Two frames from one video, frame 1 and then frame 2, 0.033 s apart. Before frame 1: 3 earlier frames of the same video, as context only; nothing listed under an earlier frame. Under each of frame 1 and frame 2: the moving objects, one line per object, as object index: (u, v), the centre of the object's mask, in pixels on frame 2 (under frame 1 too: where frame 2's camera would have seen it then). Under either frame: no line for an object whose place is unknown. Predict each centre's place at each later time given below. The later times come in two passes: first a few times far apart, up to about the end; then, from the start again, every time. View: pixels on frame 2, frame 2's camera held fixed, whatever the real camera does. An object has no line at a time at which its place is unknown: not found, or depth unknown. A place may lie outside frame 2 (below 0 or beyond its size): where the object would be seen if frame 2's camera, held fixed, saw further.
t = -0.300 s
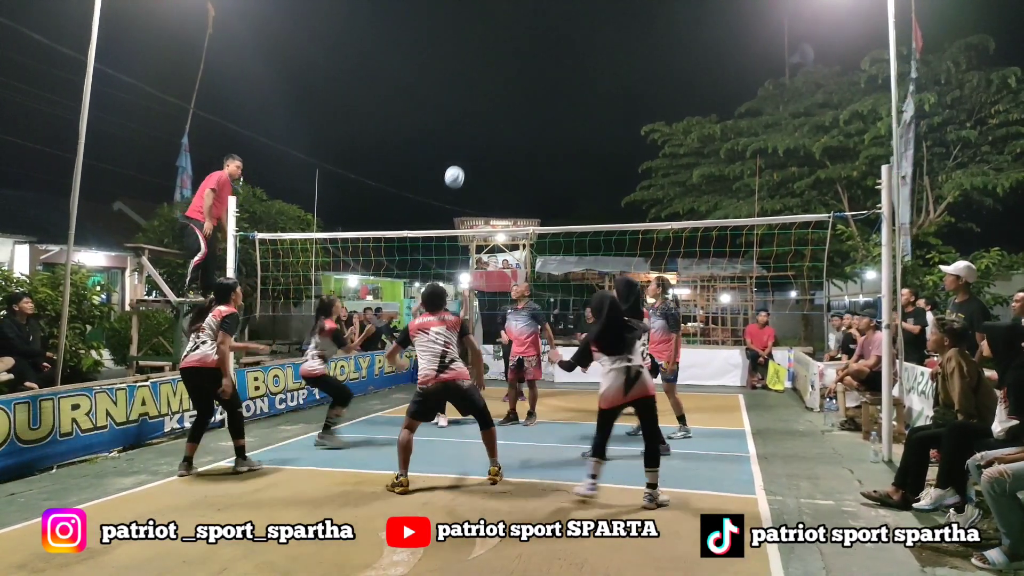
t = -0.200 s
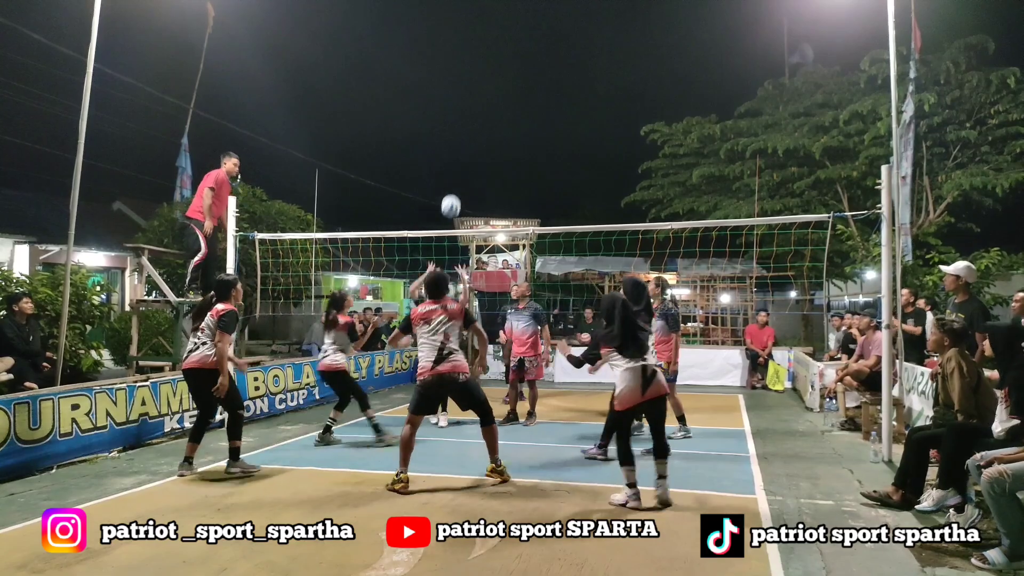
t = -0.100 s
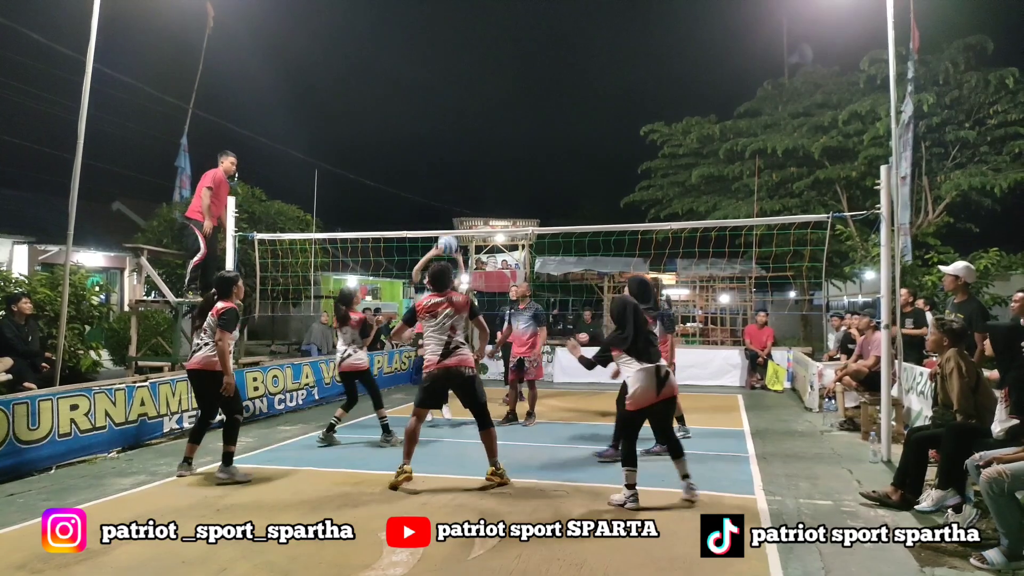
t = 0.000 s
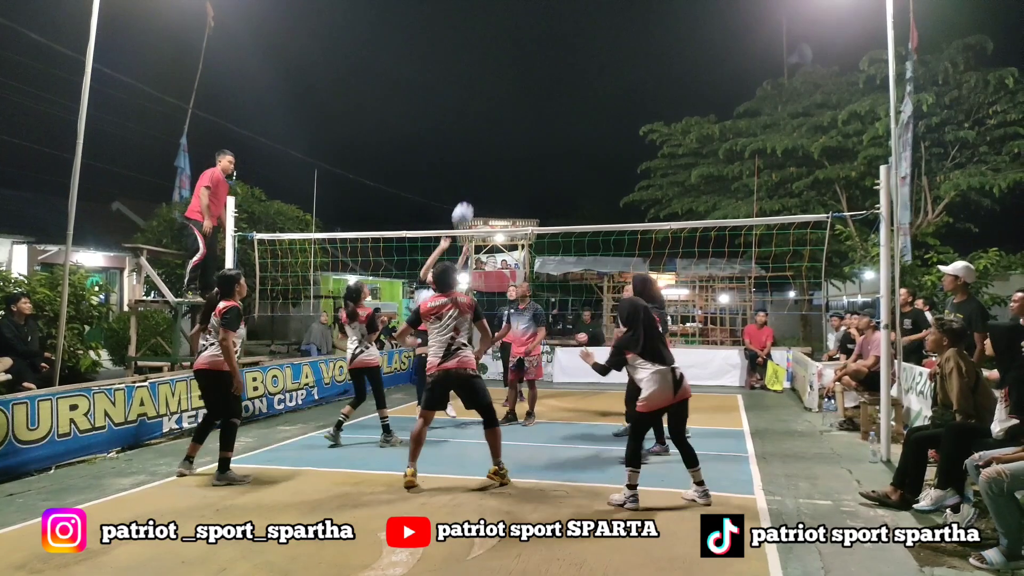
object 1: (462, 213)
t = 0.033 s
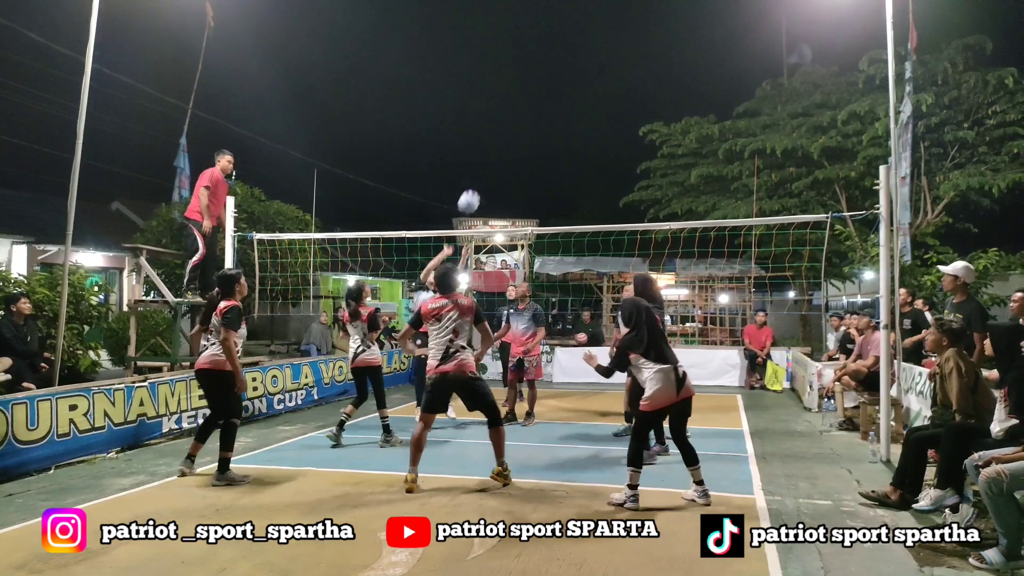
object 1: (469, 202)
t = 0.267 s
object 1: (514, 143)
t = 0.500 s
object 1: (560, 138)
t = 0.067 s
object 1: (475, 190)
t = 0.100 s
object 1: (482, 180)
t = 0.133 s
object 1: (488, 170)
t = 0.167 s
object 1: (494, 162)
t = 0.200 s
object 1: (501, 155)
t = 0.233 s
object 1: (507, 148)
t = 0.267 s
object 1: (514, 143)
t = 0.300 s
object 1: (520, 139)
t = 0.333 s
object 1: (527, 136)
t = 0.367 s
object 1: (533, 135)
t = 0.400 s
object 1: (540, 134)
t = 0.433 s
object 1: (546, 134)
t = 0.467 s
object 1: (553, 135)
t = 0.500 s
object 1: (560, 138)
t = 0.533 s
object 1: (567, 141)
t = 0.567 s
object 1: (574, 145)
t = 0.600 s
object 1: (581, 151)
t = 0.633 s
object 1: (588, 158)
